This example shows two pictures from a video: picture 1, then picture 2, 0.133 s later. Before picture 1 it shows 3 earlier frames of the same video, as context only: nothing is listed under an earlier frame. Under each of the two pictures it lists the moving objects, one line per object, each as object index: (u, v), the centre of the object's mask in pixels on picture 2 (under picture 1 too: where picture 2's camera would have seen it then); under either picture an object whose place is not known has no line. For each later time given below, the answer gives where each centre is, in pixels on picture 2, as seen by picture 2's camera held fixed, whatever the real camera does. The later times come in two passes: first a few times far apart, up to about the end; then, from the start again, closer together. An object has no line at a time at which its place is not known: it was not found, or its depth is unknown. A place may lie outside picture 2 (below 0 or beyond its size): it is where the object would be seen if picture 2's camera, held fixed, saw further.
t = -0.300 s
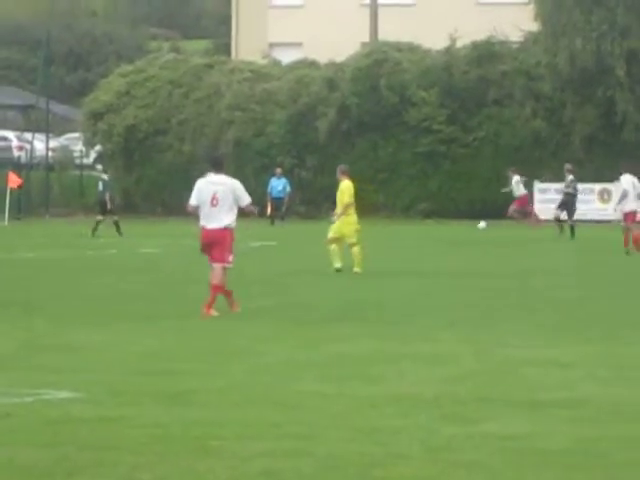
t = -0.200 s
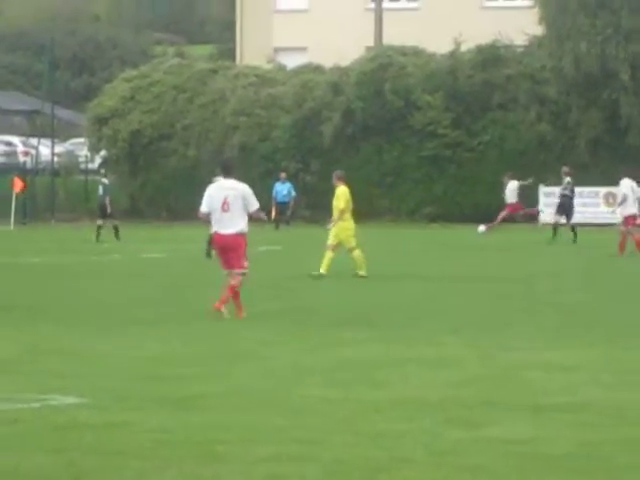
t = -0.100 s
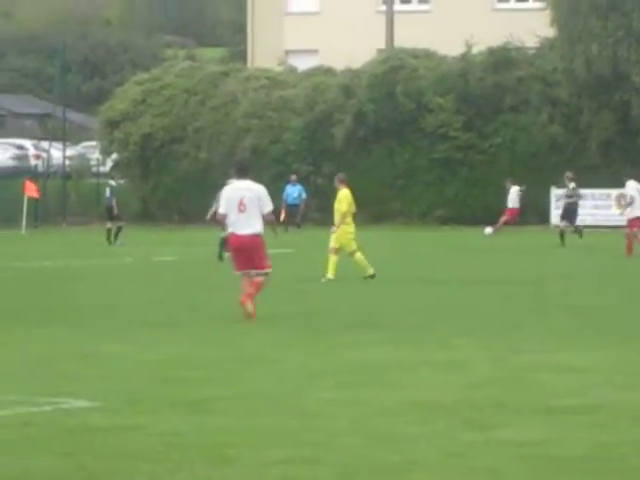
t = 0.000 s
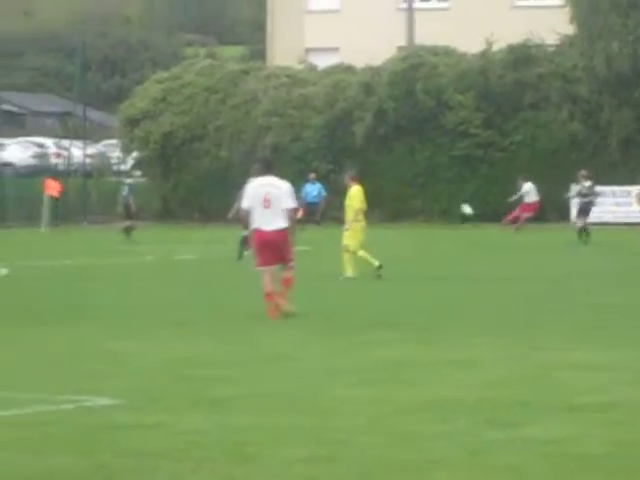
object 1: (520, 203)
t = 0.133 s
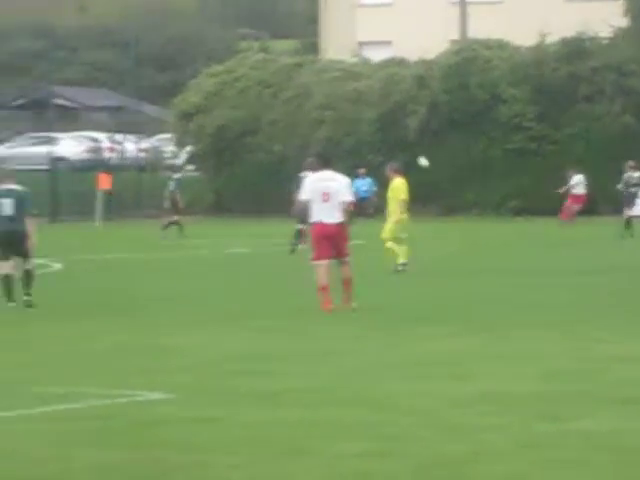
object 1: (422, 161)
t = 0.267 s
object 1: (325, 127)
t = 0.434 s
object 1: (199, 90)
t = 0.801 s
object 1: (-95, 38)
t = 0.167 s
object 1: (399, 152)
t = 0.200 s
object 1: (374, 143)
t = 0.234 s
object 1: (349, 135)
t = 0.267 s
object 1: (325, 127)
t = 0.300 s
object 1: (300, 119)
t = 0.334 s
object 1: (275, 111)
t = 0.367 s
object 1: (250, 104)
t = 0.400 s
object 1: (225, 97)
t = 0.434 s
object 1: (199, 90)
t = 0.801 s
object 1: (-95, 38)
